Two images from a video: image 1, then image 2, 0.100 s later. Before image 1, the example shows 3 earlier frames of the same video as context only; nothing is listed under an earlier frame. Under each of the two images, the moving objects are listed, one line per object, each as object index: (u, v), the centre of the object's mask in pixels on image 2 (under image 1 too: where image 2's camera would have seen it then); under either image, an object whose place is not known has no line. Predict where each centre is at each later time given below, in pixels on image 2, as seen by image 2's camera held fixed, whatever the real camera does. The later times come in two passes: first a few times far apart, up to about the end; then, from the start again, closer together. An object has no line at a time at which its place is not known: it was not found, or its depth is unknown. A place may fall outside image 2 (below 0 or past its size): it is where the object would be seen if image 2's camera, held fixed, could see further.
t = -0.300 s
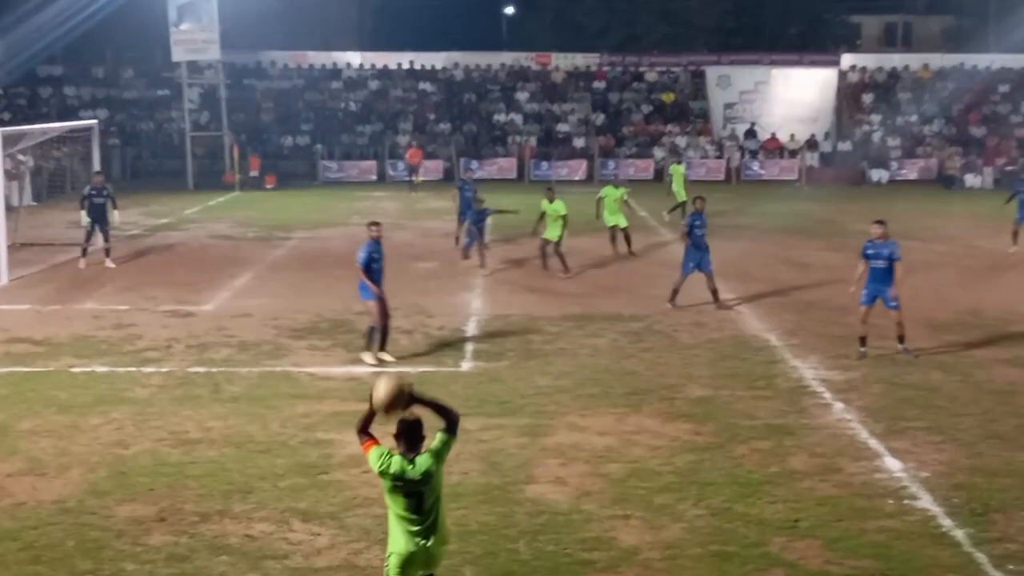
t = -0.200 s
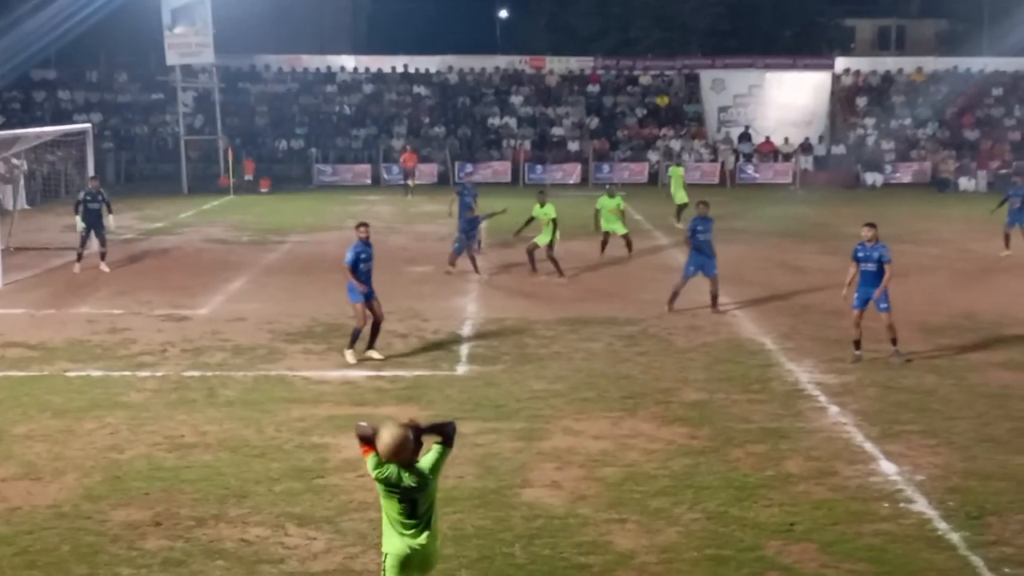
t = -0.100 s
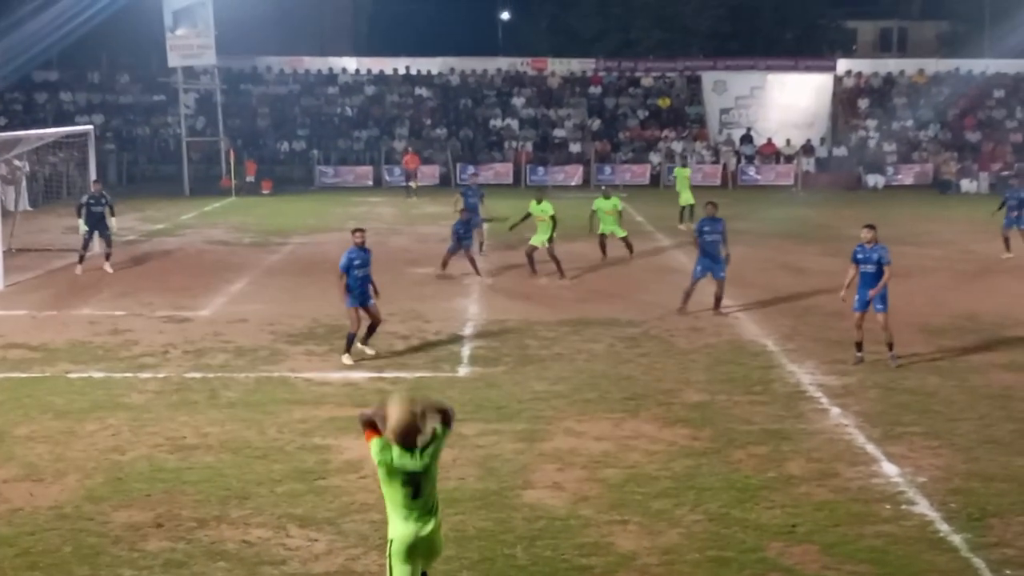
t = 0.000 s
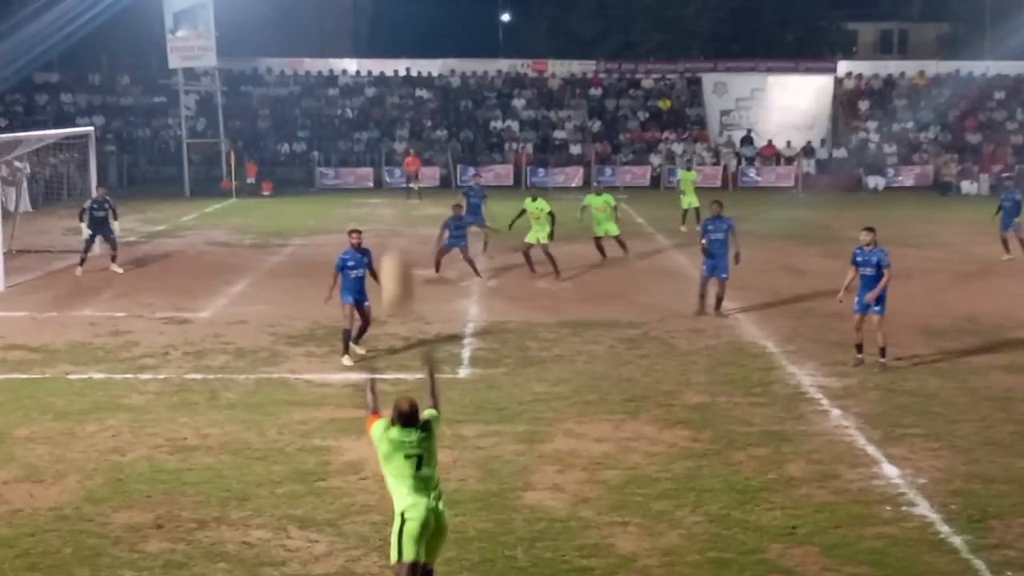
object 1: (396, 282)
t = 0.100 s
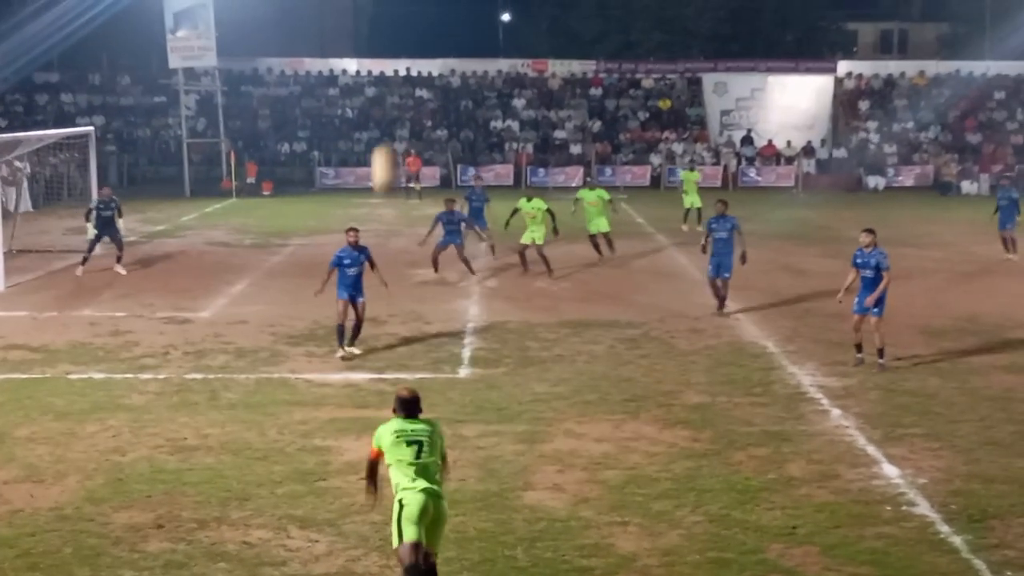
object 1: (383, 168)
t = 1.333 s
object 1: (346, 98)
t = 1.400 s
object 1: (344, 124)
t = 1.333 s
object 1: (346, 98)
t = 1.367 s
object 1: (345, 110)
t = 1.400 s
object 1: (344, 124)
